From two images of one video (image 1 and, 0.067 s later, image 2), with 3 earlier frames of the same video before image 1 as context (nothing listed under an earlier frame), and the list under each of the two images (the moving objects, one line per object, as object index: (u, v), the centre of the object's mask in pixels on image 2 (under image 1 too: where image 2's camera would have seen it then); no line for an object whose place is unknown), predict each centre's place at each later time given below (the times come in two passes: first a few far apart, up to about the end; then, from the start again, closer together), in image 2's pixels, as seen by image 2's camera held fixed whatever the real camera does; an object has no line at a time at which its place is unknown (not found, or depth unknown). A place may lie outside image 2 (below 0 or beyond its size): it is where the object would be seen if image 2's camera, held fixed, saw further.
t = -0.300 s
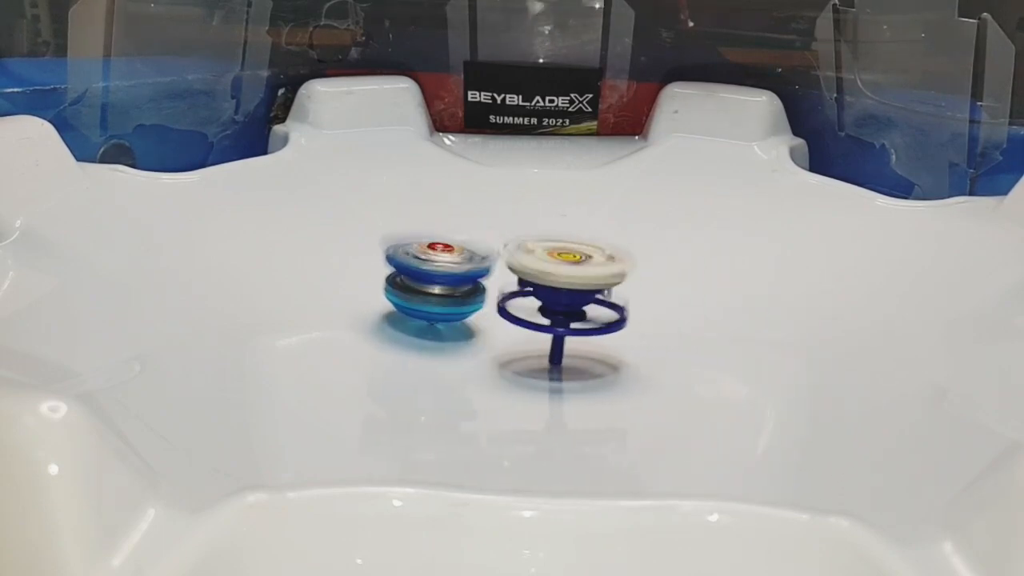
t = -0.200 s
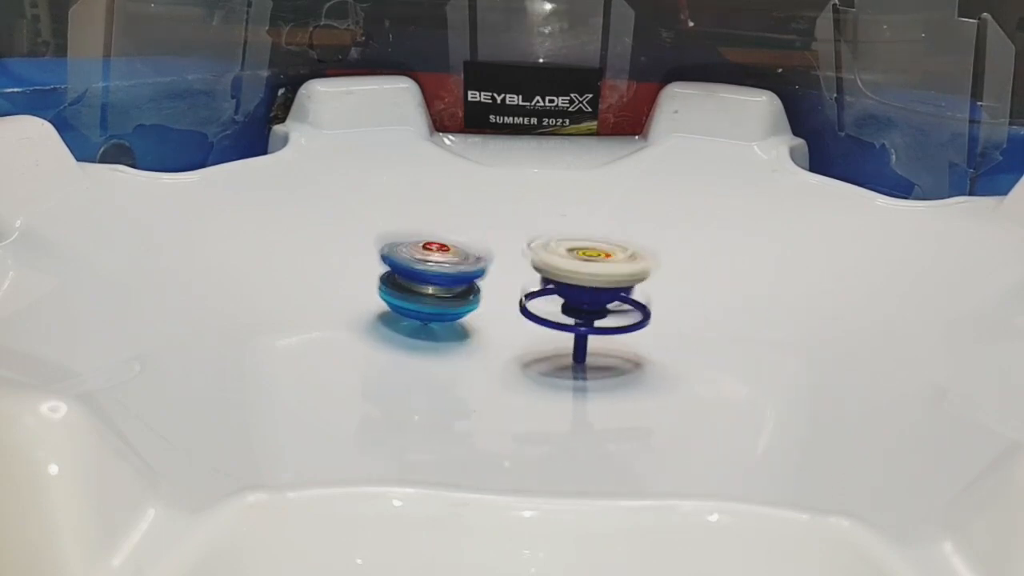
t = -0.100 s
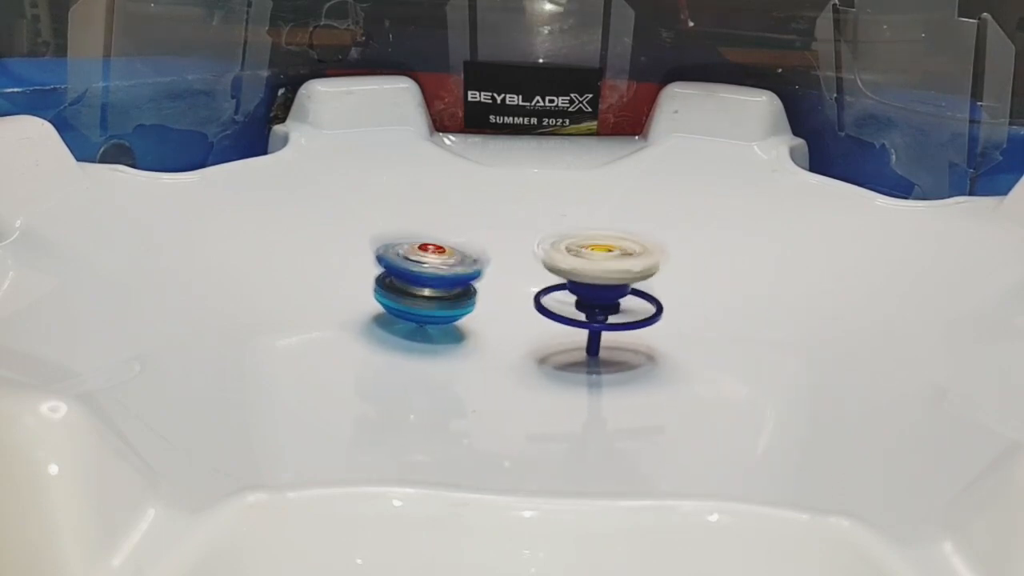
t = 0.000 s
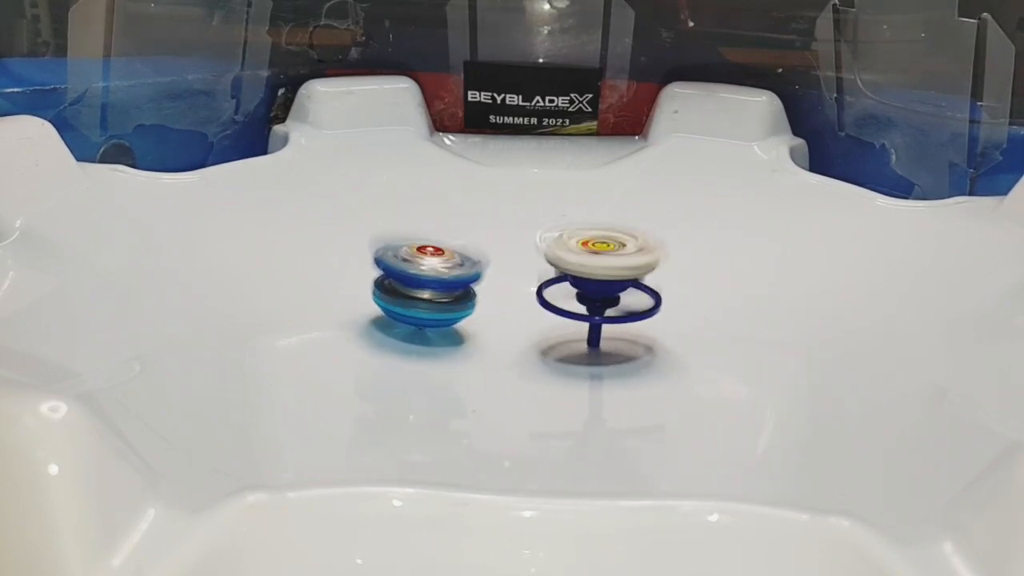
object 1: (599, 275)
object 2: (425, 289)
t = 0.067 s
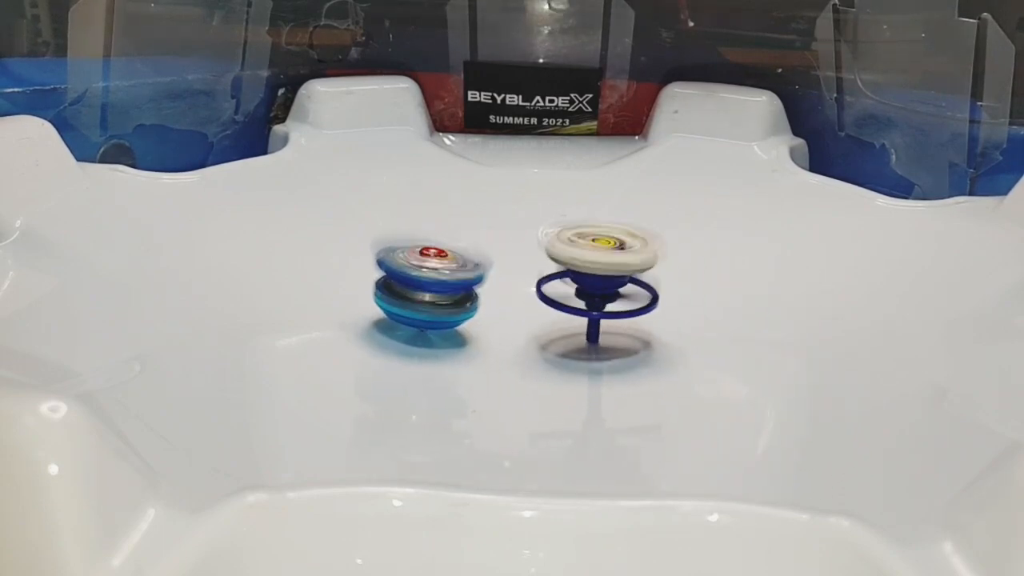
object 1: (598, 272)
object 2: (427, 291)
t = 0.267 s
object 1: (596, 260)
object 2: (442, 296)
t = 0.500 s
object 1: (582, 250)
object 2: (467, 298)
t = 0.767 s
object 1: (578, 233)
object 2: (477, 294)
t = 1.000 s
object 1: (564, 225)
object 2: (476, 289)
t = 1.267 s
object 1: (545, 219)
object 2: (478, 285)
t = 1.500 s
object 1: (539, 222)
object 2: (469, 284)
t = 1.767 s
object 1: (558, 227)
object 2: (455, 291)
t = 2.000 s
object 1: (560, 233)
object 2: (467, 298)
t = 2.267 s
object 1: (564, 238)
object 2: (495, 303)
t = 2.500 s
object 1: (581, 238)
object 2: (514, 304)
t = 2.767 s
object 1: (588, 236)
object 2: (513, 305)
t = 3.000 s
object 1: (595, 239)
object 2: (513, 305)
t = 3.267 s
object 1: (602, 238)
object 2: (517, 306)
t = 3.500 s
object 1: (603, 241)
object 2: (522, 303)
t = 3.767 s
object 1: (613, 242)
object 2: (517, 299)
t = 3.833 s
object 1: (616, 242)
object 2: (513, 288)
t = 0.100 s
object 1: (598, 271)
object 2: (428, 292)
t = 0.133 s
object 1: (598, 269)
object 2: (430, 292)
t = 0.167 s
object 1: (599, 267)
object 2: (433, 293)
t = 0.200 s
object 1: (598, 265)
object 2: (436, 294)
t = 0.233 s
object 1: (598, 263)
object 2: (439, 295)
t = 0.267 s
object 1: (596, 260)
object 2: (442, 296)
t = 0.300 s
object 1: (595, 259)
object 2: (446, 297)
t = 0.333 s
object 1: (594, 257)
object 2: (449, 297)
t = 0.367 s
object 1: (591, 255)
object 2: (453, 297)
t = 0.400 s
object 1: (588, 254)
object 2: (457, 297)
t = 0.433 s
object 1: (588, 254)
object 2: (459, 297)
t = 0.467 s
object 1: (585, 251)
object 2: (463, 298)
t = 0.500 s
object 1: (582, 250)
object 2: (467, 298)
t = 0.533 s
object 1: (579, 248)
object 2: (470, 298)
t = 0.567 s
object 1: (577, 244)
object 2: (476, 298)
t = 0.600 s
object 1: (574, 243)
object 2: (482, 297)
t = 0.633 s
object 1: (572, 241)
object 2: (482, 297)
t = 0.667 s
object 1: (573, 240)
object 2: (483, 296)
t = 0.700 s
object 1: (573, 239)
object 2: (480, 295)
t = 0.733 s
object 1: (576, 236)
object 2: (477, 295)
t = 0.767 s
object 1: (578, 233)
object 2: (477, 294)
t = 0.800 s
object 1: (578, 230)
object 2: (476, 293)
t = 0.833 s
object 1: (577, 229)
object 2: (476, 292)
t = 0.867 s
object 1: (575, 229)
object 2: (475, 291)
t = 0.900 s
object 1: (572, 228)
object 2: (475, 291)
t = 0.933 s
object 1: (569, 228)
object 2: (476, 290)
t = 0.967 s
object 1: (566, 227)
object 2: (476, 290)
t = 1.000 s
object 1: (564, 225)
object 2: (476, 289)
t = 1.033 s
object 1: (560, 225)
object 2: (477, 288)
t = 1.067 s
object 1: (557, 224)
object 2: (477, 288)
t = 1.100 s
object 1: (555, 225)
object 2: (477, 287)
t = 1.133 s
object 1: (553, 224)
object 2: (477, 286)
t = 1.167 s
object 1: (552, 222)
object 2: (477, 286)
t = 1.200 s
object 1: (549, 221)
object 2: (478, 285)
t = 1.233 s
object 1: (547, 219)
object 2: (478, 285)
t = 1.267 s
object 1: (545, 219)
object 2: (478, 285)
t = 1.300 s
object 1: (544, 219)
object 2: (475, 285)
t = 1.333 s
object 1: (542, 220)
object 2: (474, 284)
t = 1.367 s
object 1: (541, 219)
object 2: (472, 285)
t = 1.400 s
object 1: (541, 219)
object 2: (471, 284)
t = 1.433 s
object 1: (539, 220)
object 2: (471, 285)
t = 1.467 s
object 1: (539, 222)
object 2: (471, 284)
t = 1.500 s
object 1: (539, 222)
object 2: (469, 284)
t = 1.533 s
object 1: (538, 224)
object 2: (467, 286)
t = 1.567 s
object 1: (538, 224)
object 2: (467, 286)
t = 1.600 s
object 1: (539, 224)
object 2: (467, 286)
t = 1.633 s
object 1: (543, 224)
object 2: (464, 287)
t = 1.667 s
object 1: (549, 223)
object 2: (460, 288)
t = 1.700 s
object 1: (551, 225)
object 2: (458, 289)
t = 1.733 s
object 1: (554, 226)
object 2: (456, 290)
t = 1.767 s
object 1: (558, 227)
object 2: (455, 291)
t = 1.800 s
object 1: (560, 228)
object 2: (455, 292)
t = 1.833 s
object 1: (562, 229)
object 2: (457, 294)
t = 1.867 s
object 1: (563, 229)
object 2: (458, 295)
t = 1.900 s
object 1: (563, 231)
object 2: (459, 295)
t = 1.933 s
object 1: (561, 233)
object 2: (463, 297)
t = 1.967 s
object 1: (560, 233)
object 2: (465, 297)
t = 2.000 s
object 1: (560, 233)
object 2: (467, 298)
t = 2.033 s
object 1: (560, 234)
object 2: (470, 301)
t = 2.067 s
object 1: (559, 234)
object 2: (474, 301)
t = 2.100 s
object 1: (558, 233)
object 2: (477, 301)
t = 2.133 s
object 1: (557, 235)
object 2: (481, 302)
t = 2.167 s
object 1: (557, 236)
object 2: (486, 301)
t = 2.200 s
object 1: (558, 237)
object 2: (489, 302)
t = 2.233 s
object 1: (559, 238)
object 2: (493, 303)
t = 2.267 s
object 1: (564, 238)
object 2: (495, 303)
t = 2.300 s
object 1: (569, 238)
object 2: (497, 304)
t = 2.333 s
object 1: (573, 238)
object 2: (498, 306)
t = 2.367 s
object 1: (576, 239)
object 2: (500, 306)
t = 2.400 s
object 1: (578, 237)
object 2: (504, 305)
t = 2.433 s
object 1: (579, 239)
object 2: (506, 305)
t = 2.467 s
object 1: (580, 238)
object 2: (508, 306)
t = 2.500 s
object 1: (581, 238)
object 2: (514, 304)
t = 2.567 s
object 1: (583, 238)
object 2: (513, 305)
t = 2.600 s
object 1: (584, 238)
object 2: (513, 305)
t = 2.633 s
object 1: (583, 238)
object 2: (513, 305)
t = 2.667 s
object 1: (585, 238)
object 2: (513, 305)
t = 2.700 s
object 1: (586, 238)
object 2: (511, 306)
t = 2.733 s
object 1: (587, 237)
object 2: (512, 306)
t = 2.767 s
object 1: (588, 236)
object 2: (513, 305)
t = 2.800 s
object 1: (588, 237)
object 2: (512, 305)
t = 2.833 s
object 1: (590, 238)
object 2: (513, 305)
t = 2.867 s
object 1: (591, 238)
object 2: (513, 306)
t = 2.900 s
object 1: (592, 236)
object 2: (512, 306)
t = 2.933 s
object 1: (593, 237)
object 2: (513, 305)
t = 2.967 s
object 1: (594, 238)
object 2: (514, 304)
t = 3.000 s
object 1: (595, 239)
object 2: (513, 305)
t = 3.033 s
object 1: (596, 238)
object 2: (515, 304)
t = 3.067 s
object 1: (597, 238)
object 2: (514, 306)
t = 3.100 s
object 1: (598, 238)
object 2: (514, 306)
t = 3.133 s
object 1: (599, 239)
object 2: (515, 304)
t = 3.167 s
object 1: (599, 239)
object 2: (516, 306)
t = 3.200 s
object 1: (600, 240)
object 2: (516, 305)
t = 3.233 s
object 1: (601, 239)
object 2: (517, 303)
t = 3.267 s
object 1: (602, 238)
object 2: (517, 306)
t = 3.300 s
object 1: (602, 238)
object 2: (518, 304)
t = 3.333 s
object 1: (602, 239)
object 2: (518, 304)
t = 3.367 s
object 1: (602, 240)
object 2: (519, 304)
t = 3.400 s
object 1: (604, 240)
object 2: (520, 304)
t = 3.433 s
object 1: (604, 239)
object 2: (520, 303)
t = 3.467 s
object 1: (604, 240)
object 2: (521, 303)
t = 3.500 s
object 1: (603, 241)
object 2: (522, 303)
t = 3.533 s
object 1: (603, 242)
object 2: (522, 303)
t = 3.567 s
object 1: (603, 242)
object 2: (521, 304)
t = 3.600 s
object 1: (604, 241)
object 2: (523, 303)
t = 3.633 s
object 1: (604, 242)
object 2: (523, 303)
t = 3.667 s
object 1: (606, 242)
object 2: (520, 304)
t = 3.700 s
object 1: (608, 243)
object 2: (519, 304)
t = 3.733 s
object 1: (610, 242)
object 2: (518, 302)
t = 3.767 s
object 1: (613, 242)
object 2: (517, 299)
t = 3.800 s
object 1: (615, 241)
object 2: (515, 293)
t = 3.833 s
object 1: (616, 242)
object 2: (513, 288)
